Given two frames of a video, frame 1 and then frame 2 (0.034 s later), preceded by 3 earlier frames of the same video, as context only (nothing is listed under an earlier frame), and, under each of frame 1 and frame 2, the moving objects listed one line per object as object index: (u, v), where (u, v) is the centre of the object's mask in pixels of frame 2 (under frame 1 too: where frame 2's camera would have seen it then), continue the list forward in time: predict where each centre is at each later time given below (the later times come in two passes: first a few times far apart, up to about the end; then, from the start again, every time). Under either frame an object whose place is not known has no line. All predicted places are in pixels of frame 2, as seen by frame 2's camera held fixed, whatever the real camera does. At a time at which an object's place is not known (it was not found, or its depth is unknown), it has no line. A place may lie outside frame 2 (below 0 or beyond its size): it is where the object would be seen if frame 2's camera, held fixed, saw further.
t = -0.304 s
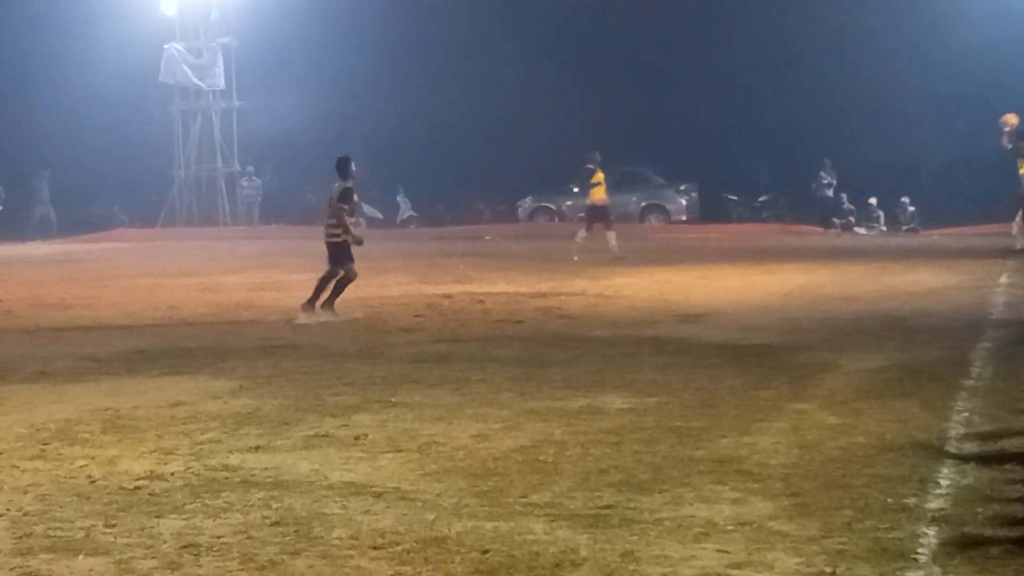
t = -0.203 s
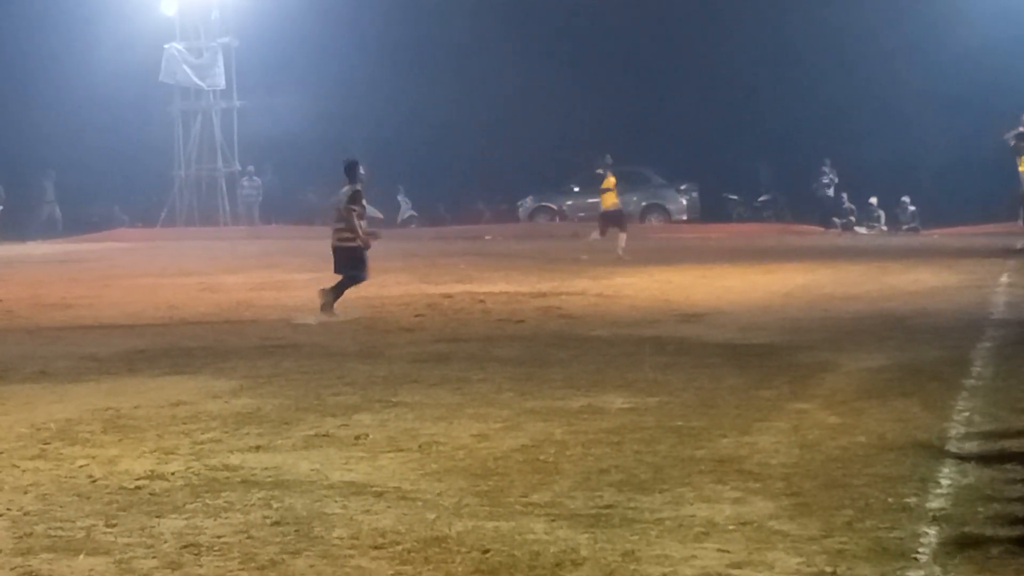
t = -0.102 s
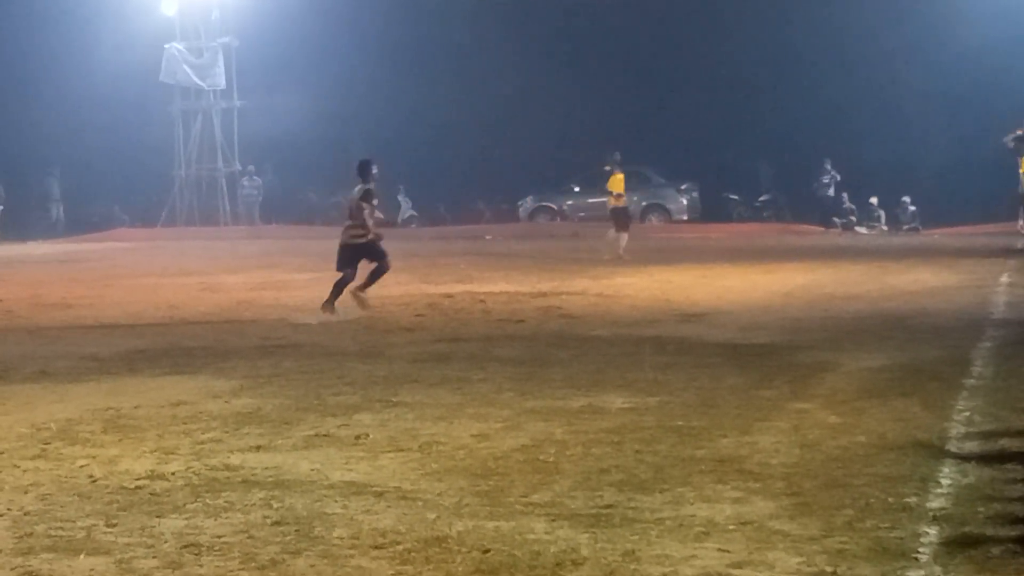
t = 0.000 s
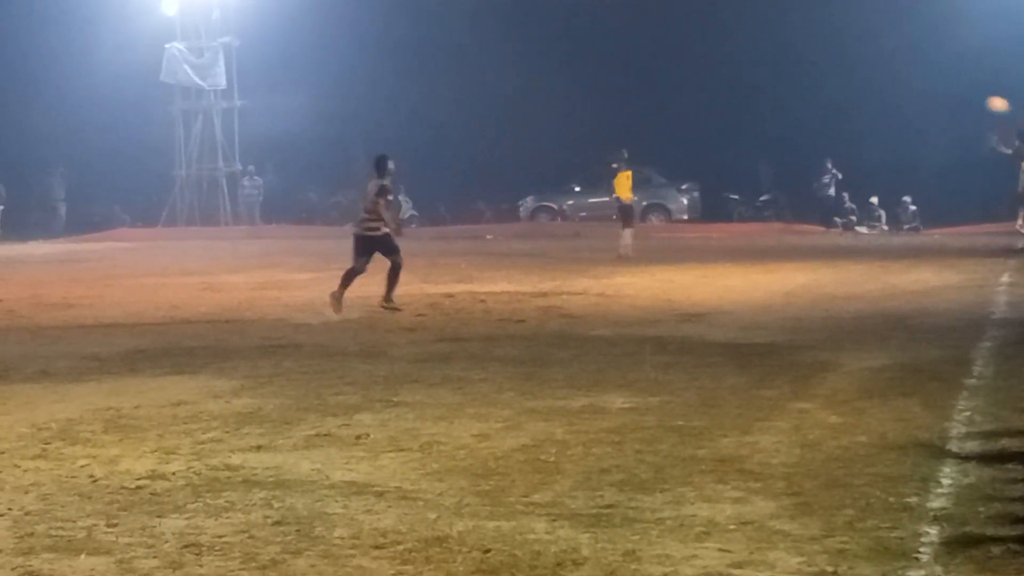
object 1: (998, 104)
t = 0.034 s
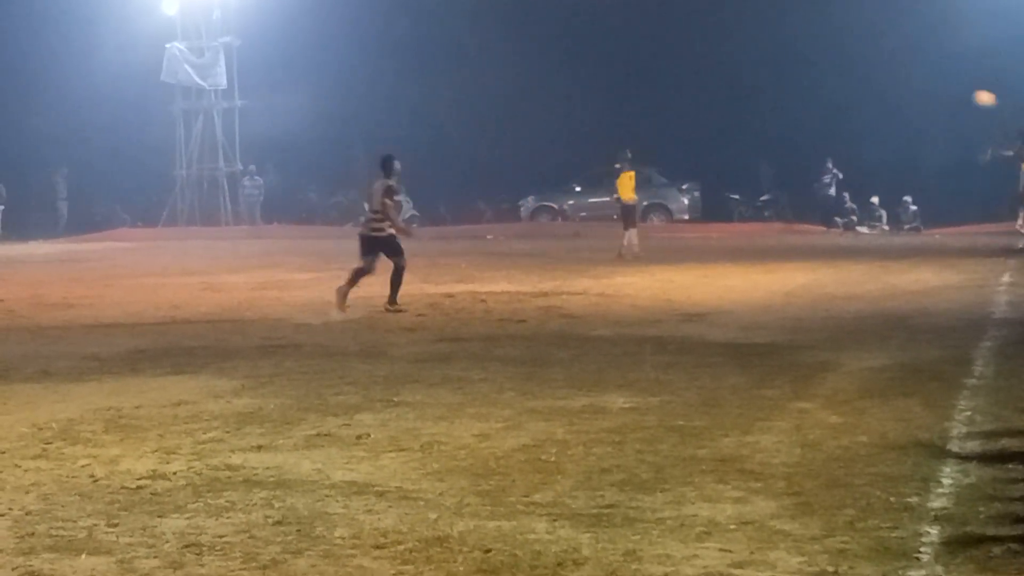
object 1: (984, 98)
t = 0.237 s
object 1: (903, 82)
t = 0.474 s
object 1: (818, 101)
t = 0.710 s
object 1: (739, 157)
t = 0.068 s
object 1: (970, 93)
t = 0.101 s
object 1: (957, 90)
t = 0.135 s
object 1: (943, 86)
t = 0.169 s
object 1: (929, 84)
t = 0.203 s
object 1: (917, 82)
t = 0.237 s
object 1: (903, 82)
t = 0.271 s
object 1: (890, 82)
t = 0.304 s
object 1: (878, 83)
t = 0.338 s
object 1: (865, 85)
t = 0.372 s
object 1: (853, 88)
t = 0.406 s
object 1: (842, 91)
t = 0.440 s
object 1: (829, 96)
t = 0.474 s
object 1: (818, 101)
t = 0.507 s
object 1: (806, 107)
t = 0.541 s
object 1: (794, 114)
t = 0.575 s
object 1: (783, 121)
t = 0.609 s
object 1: (772, 129)
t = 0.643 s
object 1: (760, 138)
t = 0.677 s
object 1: (750, 147)
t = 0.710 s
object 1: (739, 157)
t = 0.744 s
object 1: (729, 168)
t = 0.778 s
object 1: (719, 179)
